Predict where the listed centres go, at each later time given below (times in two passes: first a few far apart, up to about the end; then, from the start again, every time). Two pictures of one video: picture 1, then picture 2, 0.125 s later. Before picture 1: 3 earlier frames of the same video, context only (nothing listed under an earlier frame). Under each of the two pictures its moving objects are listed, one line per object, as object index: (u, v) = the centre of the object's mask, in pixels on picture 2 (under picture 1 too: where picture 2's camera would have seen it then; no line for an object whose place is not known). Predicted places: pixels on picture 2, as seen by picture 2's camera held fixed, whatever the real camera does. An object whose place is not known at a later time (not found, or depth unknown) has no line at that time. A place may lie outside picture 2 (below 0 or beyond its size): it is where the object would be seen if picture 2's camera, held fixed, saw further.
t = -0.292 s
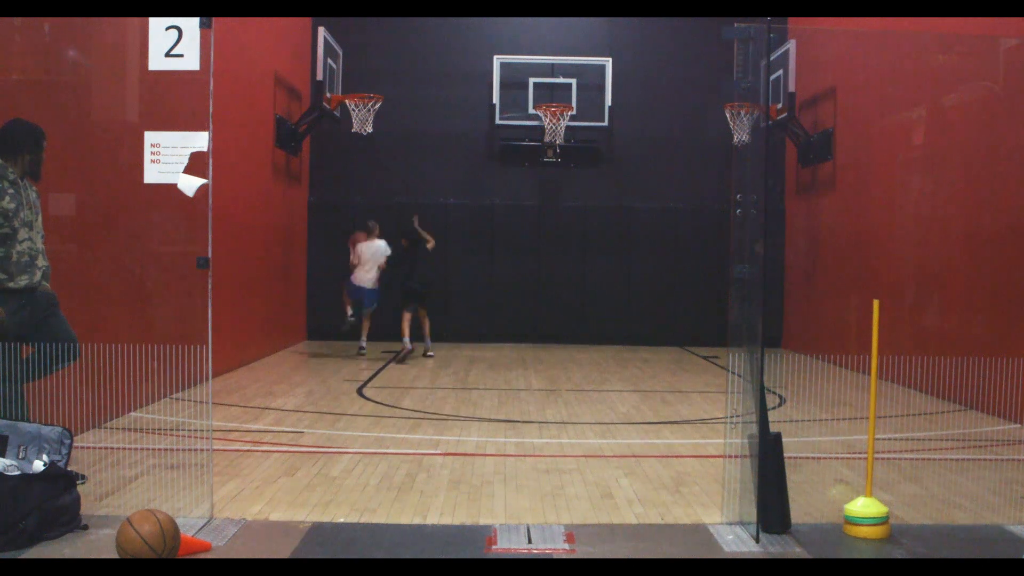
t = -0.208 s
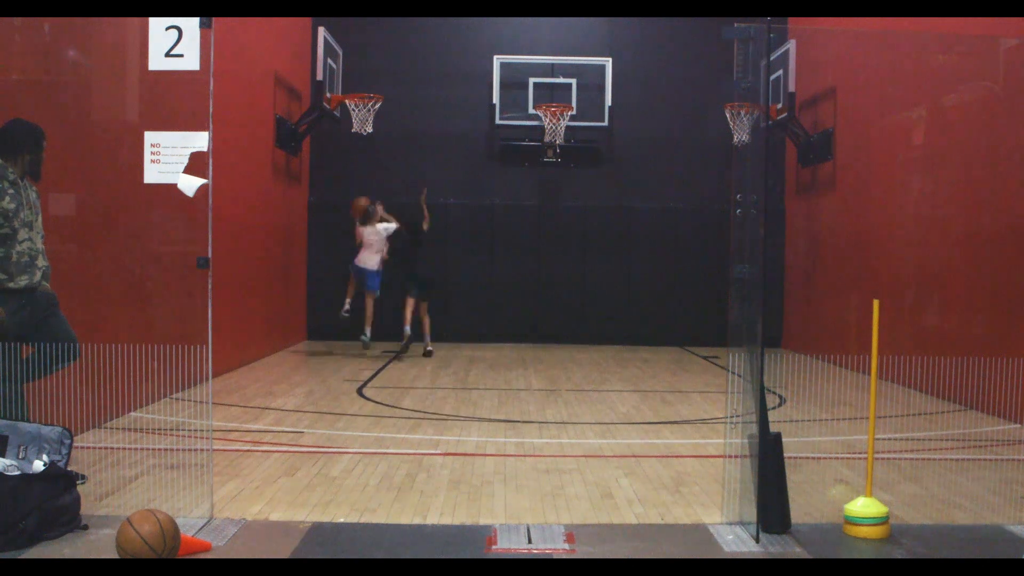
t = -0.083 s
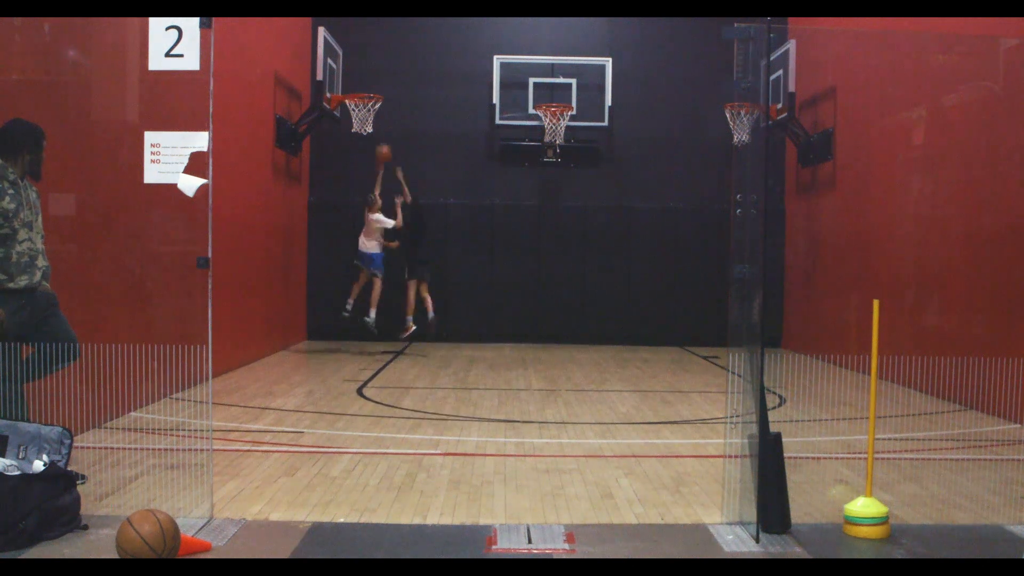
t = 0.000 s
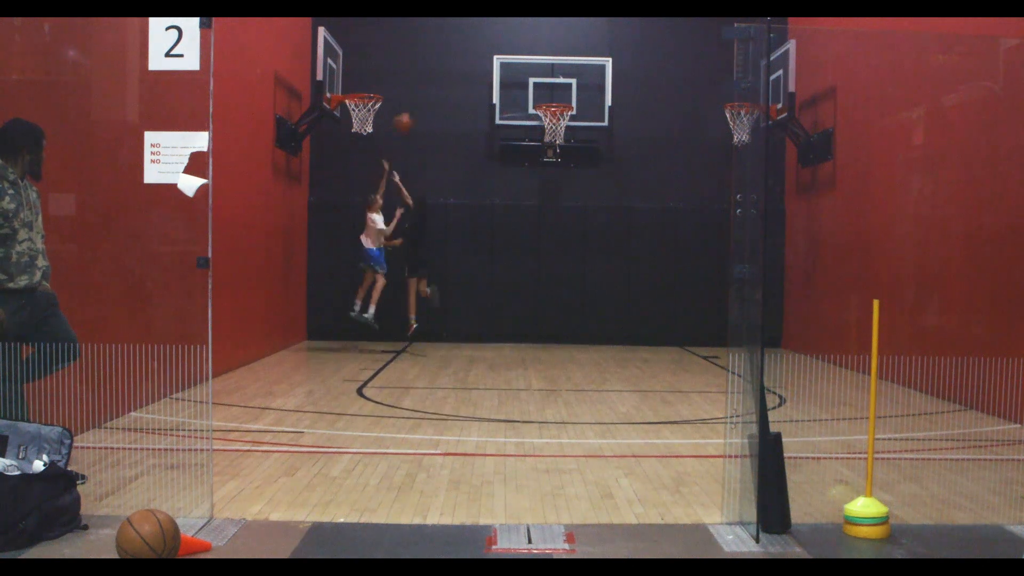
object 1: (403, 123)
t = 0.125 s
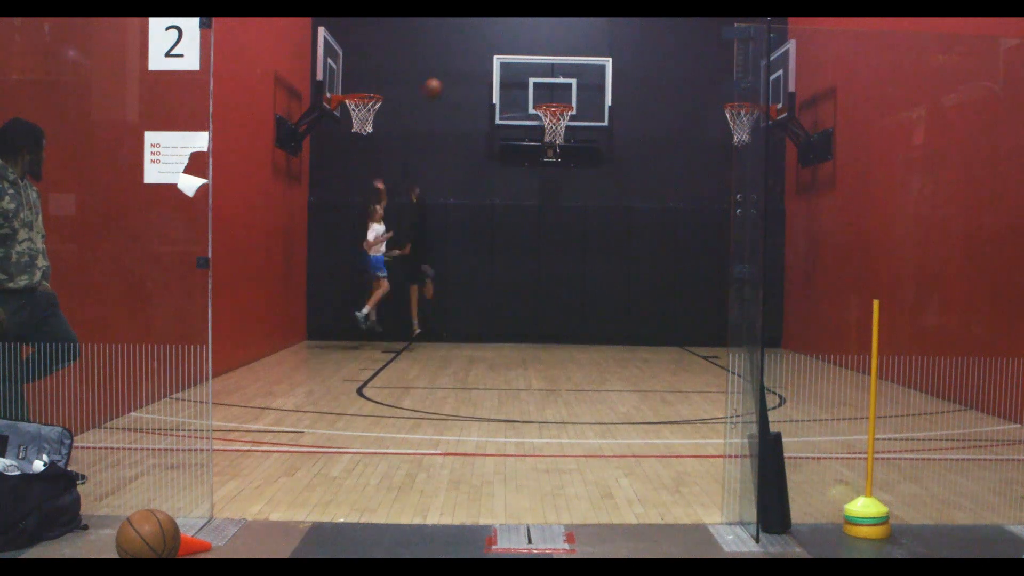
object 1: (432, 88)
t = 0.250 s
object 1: (460, 66)
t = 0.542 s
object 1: (521, 66)
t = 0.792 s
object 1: (558, 97)
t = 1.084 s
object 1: (542, 147)
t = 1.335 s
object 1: (517, 222)
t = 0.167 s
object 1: (442, 78)
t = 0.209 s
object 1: (451, 72)
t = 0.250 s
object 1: (460, 66)
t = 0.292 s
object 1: (469, 62)
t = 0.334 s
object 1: (478, 59)
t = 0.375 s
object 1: (486, 58)
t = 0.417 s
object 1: (495, 57)
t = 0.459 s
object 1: (504, 58)
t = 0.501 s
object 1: (513, 61)
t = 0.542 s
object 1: (521, 66)
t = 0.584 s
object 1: (529, 70)
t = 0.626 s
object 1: (535, 73)
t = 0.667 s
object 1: (540, 78)
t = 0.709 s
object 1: (547, 82)
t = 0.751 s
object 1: (553, 92)
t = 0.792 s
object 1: (558, 97)
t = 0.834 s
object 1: (562, 109)
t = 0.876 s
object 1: (562, 118)
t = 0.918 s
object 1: (556, 128)
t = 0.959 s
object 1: (552, 139)
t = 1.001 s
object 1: (550, 136)
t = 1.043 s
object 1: (546, 140)
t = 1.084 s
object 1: (542, 147)
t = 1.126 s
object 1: (537, 157)
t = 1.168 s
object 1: (534, 166)
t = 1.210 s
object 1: (530, 178)
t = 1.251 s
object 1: (526, 191)
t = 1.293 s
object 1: (522, 206)
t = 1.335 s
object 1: (517, 222)
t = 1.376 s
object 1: (513, 239)
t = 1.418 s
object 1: (510, 258)
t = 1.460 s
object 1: (505, 278)
